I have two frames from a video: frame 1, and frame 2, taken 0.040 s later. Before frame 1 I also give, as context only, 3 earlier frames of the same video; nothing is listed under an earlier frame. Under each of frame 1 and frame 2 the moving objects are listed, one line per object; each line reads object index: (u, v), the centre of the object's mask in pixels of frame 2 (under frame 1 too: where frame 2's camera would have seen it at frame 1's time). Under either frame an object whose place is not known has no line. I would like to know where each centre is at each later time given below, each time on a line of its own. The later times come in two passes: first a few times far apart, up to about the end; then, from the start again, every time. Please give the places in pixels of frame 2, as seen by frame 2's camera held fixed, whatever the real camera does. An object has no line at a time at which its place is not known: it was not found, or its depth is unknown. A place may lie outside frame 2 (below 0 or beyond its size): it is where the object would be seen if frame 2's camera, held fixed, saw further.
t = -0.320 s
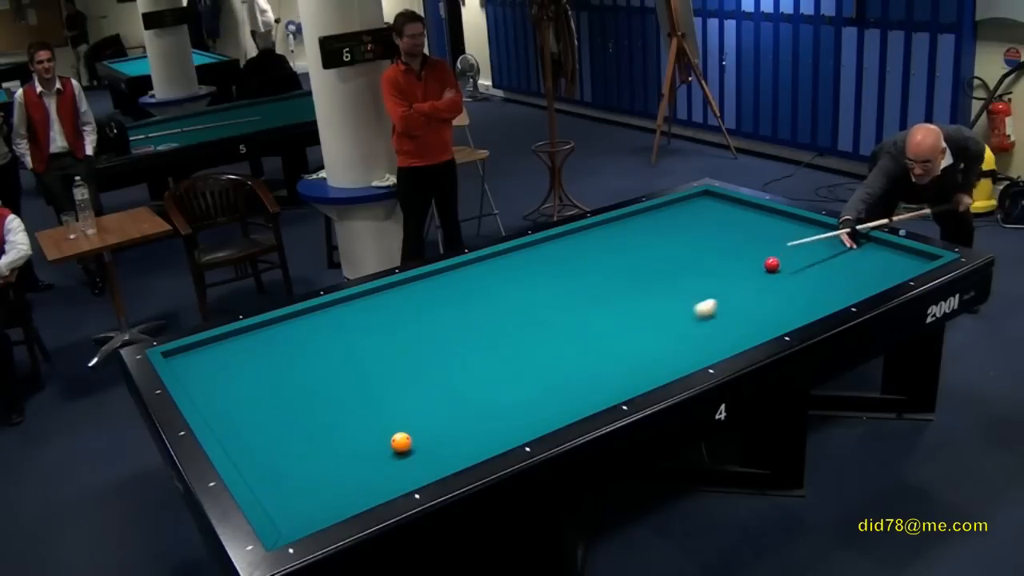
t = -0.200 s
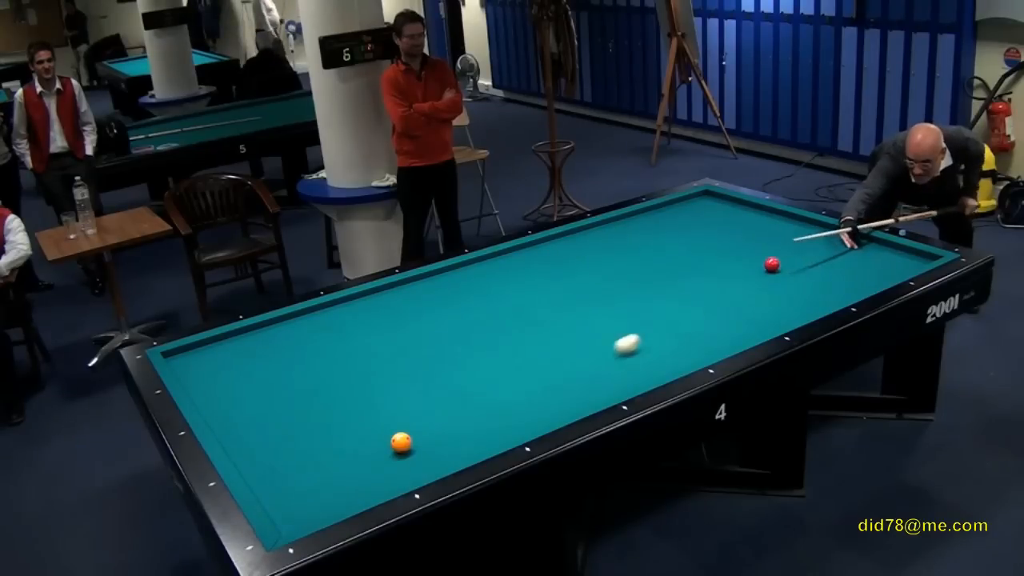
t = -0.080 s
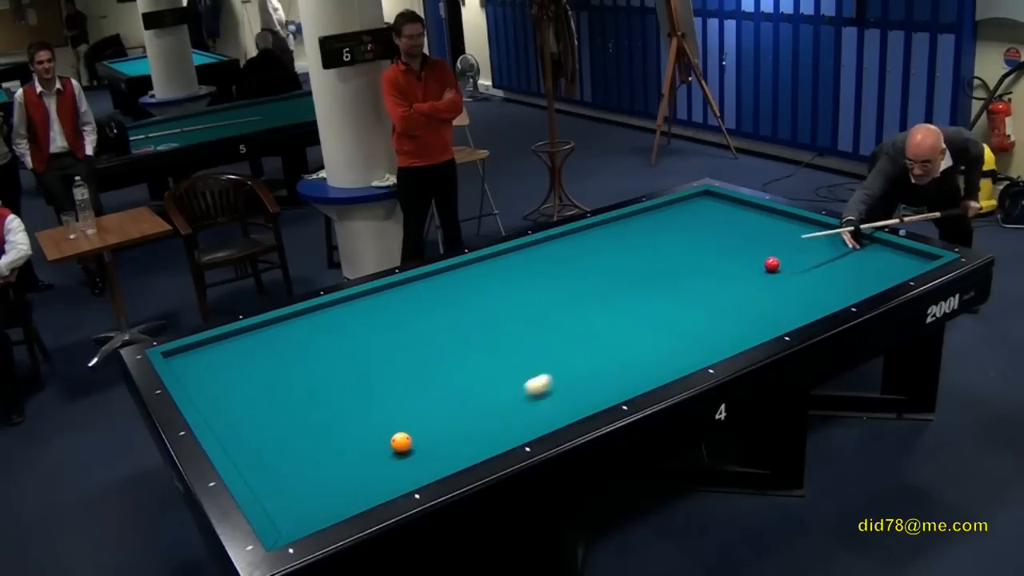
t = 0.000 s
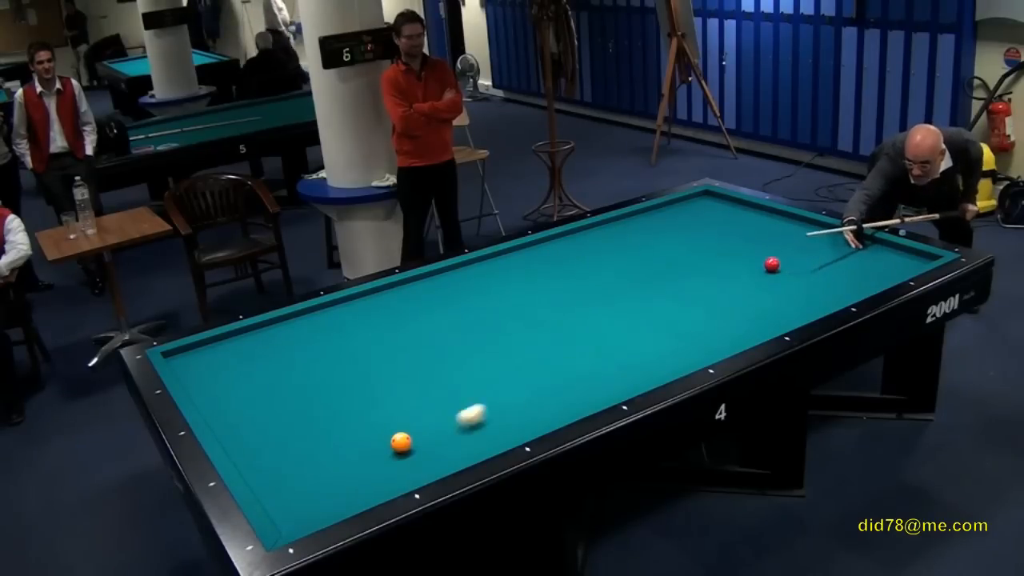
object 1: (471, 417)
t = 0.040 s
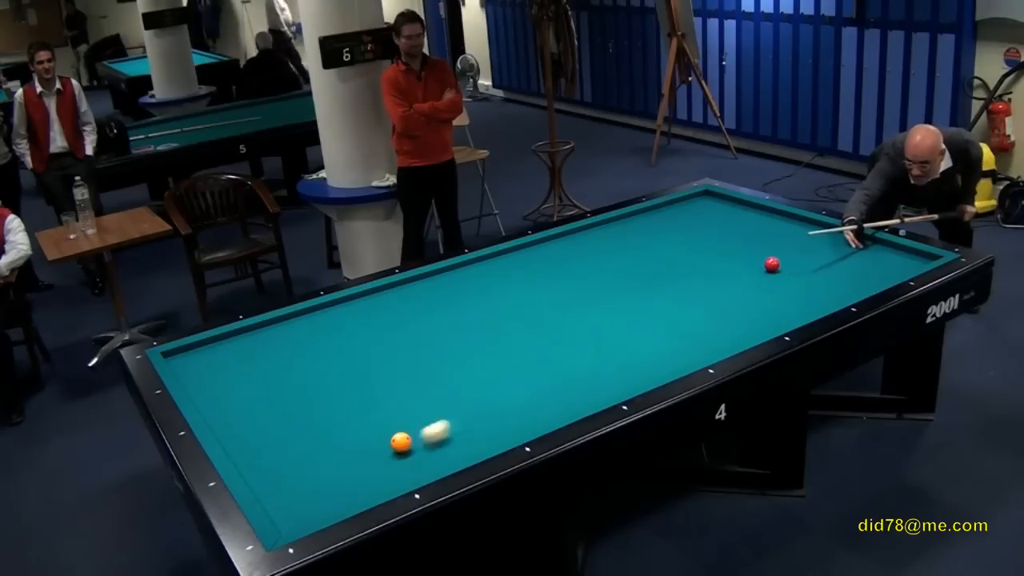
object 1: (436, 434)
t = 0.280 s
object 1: (368, 472)
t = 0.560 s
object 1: (262, 465)
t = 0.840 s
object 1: (310, 407)
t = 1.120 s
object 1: (340, 363)
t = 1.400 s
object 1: (366, 326)
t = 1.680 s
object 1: (388, 295)
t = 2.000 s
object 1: (437, 282)
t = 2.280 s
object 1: (490, 278)
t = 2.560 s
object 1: (543, 274)
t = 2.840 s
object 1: (595, 271)
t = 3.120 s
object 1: (647, 267)
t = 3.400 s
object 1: (697, 264)
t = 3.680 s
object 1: (747, 260)
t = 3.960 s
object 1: (796, 257)
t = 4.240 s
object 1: (843, 253)
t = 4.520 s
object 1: (887, 250)
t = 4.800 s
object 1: (909, 256)
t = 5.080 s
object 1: (910, 265)
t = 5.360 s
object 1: (884, 269)
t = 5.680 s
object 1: (856, 271)
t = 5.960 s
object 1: (832, 273)
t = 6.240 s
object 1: (808, 274)
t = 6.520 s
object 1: (785, 276)
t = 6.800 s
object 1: (763, 277)
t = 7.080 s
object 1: (742, 279)
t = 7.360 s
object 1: (722, 280)
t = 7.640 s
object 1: (703, 282)
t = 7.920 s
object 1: (685, 283)
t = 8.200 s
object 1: (667, 284)
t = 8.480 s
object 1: (651, 285)
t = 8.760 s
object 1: (635, 287)
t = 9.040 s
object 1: (620, 288)
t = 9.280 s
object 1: (608, 288)
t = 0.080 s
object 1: (421, 447)
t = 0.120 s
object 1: (420, 458)
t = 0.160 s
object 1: (418, 468)
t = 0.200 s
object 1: (405, 473)
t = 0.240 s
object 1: (387, 473)
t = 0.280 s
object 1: (368, 472)
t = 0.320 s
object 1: (348, 472)
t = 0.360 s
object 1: (329, 472)
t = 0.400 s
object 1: (309, 473)
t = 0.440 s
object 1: (290, 474)
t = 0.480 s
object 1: (269, 476)
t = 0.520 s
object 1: (252, 476)
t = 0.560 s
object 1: (262, 465)
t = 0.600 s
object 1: (272, 455)
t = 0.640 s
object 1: (281, 445)
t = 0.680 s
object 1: (288, 437)
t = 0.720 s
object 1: (295, 428)
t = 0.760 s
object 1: (300, 421)
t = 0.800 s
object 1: (305, 413)
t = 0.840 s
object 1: (310, 407)
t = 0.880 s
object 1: (315, 400)
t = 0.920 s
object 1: (319, 393)
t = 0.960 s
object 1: (324, 386)
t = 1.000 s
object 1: (328, 380)
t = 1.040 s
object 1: (332, 374)
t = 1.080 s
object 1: (336, 368)
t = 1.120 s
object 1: (340, 363)
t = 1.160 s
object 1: (344, 357)
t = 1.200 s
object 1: (348, 351)
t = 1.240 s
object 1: (352, 346)
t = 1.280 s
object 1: (356, 341)
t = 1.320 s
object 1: (359, 336)
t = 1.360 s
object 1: (363, 331)
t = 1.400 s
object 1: (366, 326)
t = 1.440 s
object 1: (369, 321)
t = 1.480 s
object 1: (373, 316)
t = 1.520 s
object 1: (376, 312)
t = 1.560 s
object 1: (379, 308)
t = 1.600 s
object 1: (382, 304)
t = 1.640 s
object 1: (385, 299)
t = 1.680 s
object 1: (388, 295)
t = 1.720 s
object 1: (390, 291)
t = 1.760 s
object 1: (393, 287)
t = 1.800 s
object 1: (397, 284)
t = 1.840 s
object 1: (406, 284)
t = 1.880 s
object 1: (414, 283)
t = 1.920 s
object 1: (422, 283)
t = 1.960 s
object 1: (429, 283)
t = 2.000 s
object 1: (437, 282)
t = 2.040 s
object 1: (445, 281)
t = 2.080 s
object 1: (452, 281)
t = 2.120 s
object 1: (460, 280)
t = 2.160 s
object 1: (468, 280)
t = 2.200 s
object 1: (475, 279)
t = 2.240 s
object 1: (483, 279)
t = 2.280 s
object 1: (490, 278)
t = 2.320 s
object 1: (498, 278)
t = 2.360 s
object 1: (505, 277)
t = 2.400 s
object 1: (513, 277)
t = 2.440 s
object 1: (520, 276)
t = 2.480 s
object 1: (528, 275)
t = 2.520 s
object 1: (535, 275)
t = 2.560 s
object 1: (543, 274)
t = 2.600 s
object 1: (550, 274)
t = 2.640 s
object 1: (558, 273)
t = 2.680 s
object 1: (565, 273)
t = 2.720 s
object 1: (573, 272)
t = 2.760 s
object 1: (580, 272)
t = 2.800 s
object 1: (587, 271)
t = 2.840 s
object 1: (595, 271)
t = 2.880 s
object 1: (602, 270)
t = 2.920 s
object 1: (610, 270)
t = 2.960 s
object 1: (617, 269)
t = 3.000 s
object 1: (625, 269)
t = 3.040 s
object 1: (632, 268)
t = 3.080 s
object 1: (639, 268)
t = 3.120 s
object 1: (647, 267)
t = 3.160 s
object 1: (654, 267)
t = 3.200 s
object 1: (661, 266)
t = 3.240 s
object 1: (669, 266)
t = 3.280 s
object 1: (676, 265)
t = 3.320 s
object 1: (683, 265)
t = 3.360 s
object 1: (690, 264)
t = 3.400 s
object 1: (697, 264)
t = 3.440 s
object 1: (705, 263)
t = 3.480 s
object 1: (712, 263)
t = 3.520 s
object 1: (719, 262)
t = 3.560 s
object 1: (726, 262)
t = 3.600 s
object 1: (733, 261)
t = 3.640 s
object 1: (740, 261)
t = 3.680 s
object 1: (747, 260)
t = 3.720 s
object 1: (754, 260)
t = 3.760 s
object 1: (760, 259)
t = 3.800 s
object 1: (766, 256)
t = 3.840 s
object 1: (776, 256)
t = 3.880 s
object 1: (783, 257)
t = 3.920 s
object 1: (789, 257)
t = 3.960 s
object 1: (796, 257)
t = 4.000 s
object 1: (802, 256)
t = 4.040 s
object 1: (809, 256)
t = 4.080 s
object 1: (816, 255)
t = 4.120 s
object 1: (823, 255)
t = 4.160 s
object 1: (829, 254)
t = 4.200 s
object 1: (836, 254)
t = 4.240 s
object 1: (843, 253)
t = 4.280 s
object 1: (849, 253)
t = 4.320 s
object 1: (855, 252)
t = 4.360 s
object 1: (862, 252)
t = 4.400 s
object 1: (869, 252)
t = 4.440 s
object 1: (875, 251)
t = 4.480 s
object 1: (881, 251)
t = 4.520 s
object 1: (887, 250)
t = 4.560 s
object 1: (894, 250)
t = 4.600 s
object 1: (900, 249)
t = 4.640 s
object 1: (905, 250)
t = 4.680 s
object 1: (905, 251)
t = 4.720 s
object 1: (906, 253)
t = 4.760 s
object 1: (907, 255)
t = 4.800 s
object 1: (909, 256)
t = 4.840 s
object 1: (910, 258)
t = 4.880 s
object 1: (911, 260)
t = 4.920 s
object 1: (912, 262)
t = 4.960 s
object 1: (913, 263)
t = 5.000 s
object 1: (914, 264)
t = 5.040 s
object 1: (914, 265)
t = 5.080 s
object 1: (910, 265)
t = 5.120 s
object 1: (906, 266)
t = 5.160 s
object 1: (902, 267)
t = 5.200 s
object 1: (899, 267)
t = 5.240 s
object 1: (895, 268)
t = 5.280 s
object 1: (892, 268)
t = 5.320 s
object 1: (888, 268)
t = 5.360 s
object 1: (884, 269)
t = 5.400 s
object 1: (881, 269)
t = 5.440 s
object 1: (878, 269)
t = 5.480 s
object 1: (874, 270)
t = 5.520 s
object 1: (870, 270)
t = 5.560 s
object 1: (866, 270)
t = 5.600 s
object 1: (863, 270)
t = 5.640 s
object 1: (859, 271)
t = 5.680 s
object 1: (856, 271)
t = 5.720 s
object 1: (852, 271)
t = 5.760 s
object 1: (849, 271)
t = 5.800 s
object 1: (845, 272)
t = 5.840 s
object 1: (842, 272)
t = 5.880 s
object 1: (839, 272)
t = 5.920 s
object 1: (835, 272)
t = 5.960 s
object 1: (832, 273)
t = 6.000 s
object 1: (828, 273)
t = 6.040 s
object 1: (825, 273)
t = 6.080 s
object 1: (822, 273)
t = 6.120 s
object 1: (818, 274)
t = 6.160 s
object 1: (815, 274)
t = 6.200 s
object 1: (811, 274)
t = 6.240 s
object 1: (808, 274)
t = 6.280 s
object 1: (805, 275)
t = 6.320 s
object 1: (802, 275)
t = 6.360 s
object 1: (798, 275)
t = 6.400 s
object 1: (795, 275)
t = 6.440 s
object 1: (792, 275)
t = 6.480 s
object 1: (788, 276)
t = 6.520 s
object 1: (785, 276)
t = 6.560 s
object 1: (782, 276)
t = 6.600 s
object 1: (779, 276)
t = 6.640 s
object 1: (776, 277)
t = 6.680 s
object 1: (773, 276)
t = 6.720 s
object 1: (770, 277)
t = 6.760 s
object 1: (767, 277)
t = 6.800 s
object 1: (763, 277)
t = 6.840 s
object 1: (760, 278)
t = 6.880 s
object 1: (757, 278)
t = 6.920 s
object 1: (754, 278)
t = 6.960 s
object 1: (751, 278)
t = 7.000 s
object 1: (748, 278)
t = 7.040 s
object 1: (745, 278)
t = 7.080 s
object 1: (742, 279)
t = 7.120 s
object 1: (739, 279)
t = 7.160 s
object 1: (736, 279)
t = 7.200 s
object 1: (733, 279)
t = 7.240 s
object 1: (731, 279)
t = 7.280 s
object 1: (728, 280)
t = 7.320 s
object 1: (725, 280)
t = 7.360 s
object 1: (722, 280)
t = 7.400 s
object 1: (720, 280)
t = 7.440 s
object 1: (717, 280)
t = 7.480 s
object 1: (714, 281)
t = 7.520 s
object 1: (711, 281)
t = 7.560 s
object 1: (708, 281)
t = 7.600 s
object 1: (706, 281)
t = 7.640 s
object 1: (703, 282)
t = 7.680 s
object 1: (700, 282)
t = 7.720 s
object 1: (698, 282)
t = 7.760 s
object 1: (695, 282)
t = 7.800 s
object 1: (692, 282)
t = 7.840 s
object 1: (690, 282)
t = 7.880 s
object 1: (687, 283)
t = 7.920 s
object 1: (685, 283)
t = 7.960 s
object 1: (682, 283)
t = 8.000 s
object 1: (680, 283)
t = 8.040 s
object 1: (677, 283)
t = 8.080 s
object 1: (675, 284)
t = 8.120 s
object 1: (672, 284)
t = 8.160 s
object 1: (670, 284)
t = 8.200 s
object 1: (667, 284)
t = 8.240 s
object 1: (665, 284)
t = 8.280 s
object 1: (662, 285)
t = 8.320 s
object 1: (660, 285)
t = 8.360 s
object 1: (658, 285)
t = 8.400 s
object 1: (655, 285)
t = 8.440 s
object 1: (653, 285)
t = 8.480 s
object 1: (651, 285)
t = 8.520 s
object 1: (648, 286)
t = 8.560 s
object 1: (646, 286)
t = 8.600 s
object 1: (644, 286)
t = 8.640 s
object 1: (642, 286)
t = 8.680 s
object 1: (639, 286)
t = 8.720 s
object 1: (637, 286)
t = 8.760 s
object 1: (635, 287)
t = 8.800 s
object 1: (633, 287)
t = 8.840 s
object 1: (631, 287)
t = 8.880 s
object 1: (629, 287)
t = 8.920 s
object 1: (627, 287)
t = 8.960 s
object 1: (624, 287)
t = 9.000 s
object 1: (622, 287)
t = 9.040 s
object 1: (620, 288)
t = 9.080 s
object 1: (618, 288)
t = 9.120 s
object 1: (616, 288)
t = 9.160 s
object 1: (614, 288)
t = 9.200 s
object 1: (612, 288)
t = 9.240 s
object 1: (610, 288)
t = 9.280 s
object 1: (608, 288)
